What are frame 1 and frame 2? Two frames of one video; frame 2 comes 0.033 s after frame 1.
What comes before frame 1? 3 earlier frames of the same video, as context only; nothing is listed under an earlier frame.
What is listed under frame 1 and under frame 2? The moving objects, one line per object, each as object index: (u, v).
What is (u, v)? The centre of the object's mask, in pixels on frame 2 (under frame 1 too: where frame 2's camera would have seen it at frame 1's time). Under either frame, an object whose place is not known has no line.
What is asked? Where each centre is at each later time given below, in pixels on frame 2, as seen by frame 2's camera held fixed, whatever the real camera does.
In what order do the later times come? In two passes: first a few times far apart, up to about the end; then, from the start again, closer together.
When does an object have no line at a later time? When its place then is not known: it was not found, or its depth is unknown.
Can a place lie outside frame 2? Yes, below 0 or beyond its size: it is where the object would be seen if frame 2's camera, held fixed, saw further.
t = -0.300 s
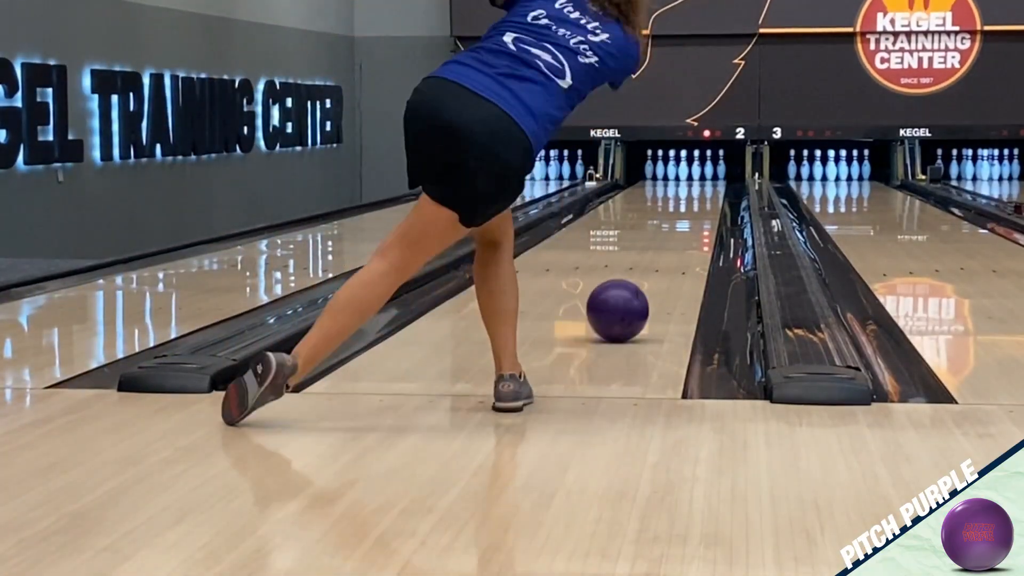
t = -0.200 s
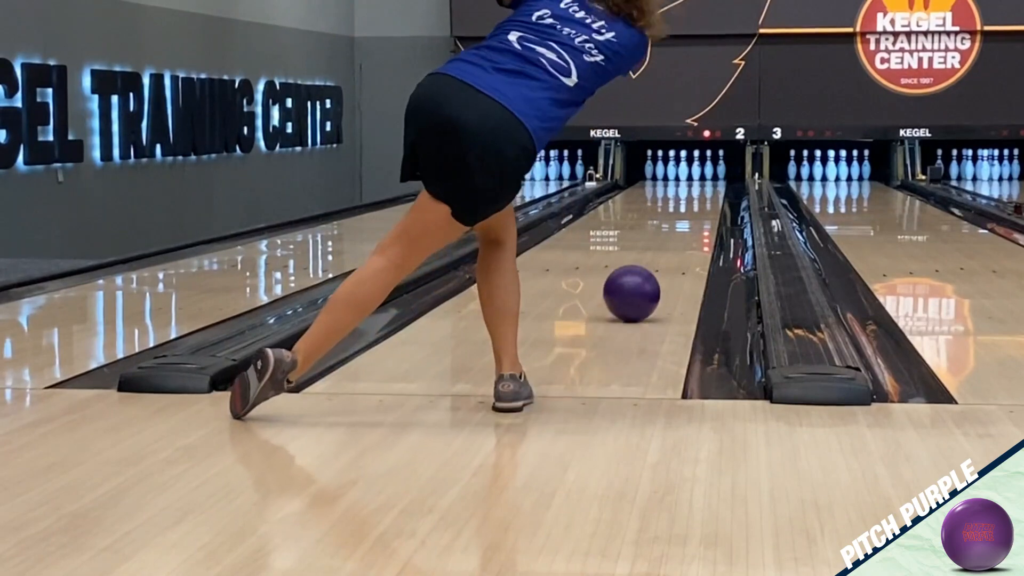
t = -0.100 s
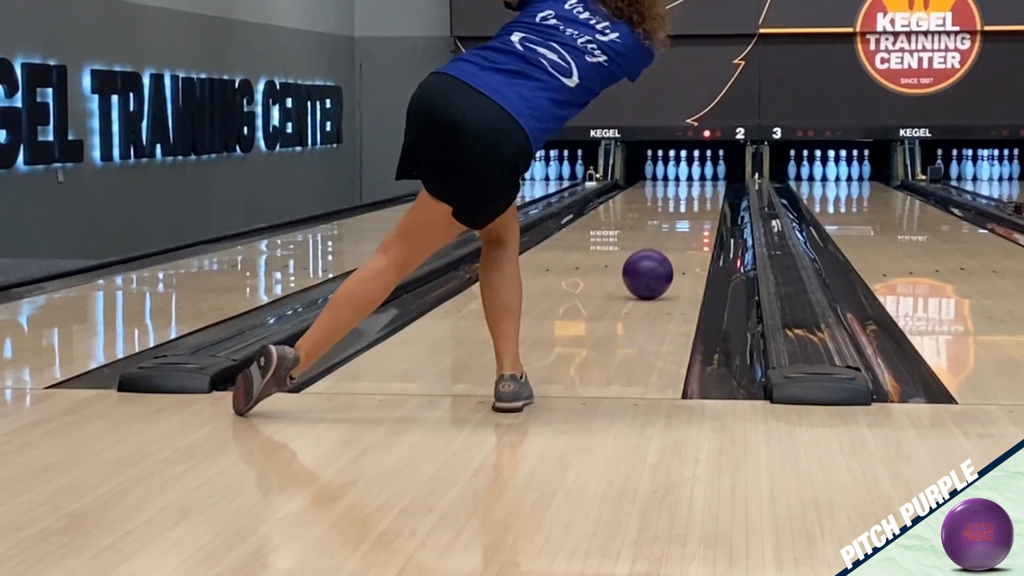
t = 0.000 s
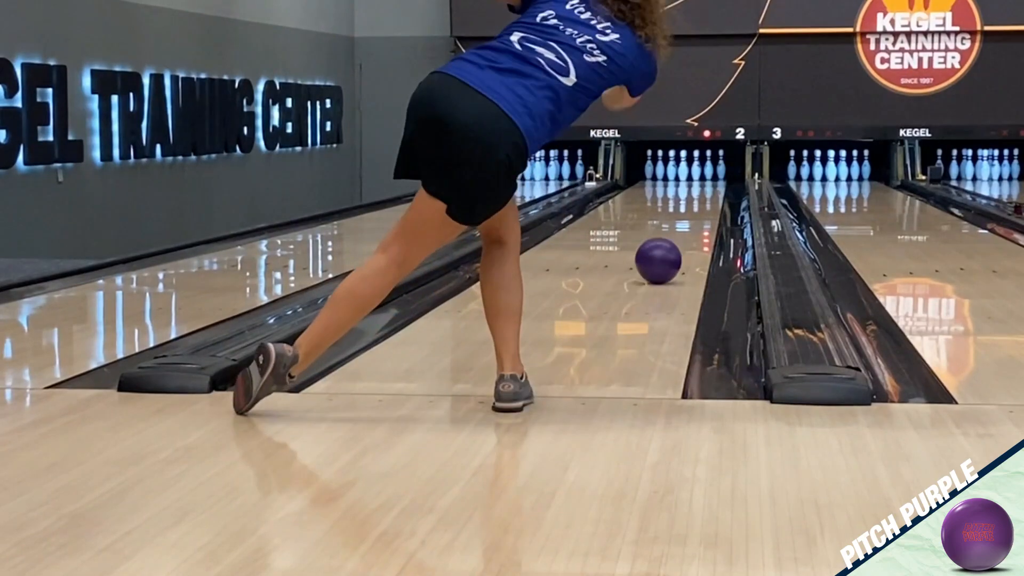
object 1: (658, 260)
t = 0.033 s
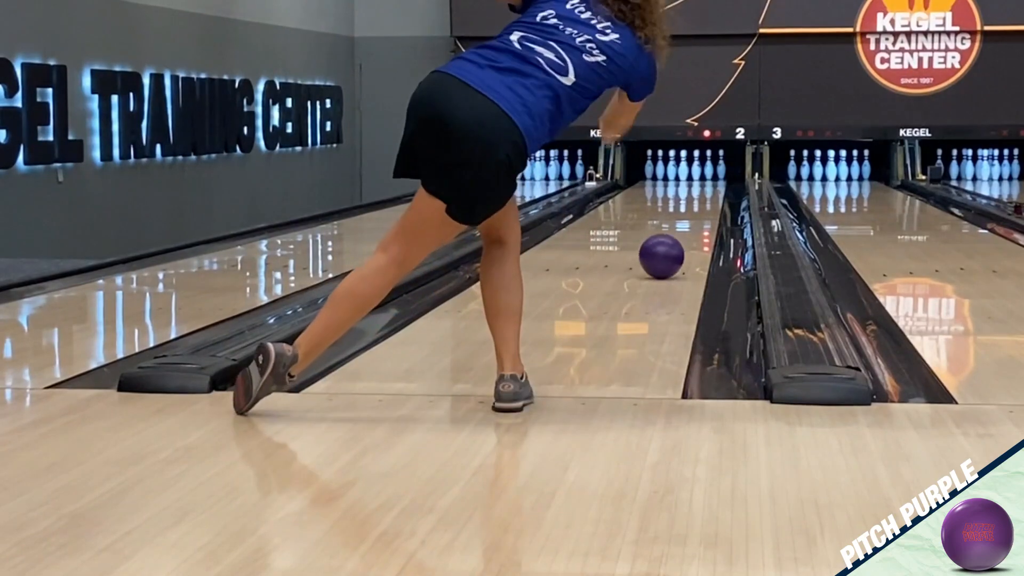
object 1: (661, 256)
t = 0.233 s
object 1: (676, 238)
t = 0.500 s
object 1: (690, 218)
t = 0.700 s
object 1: (697, 207)
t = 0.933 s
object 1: (702, 198)
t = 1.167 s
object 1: (705, 190)
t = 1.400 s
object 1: (706, 184)
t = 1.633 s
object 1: (702, 179)
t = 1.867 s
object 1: (695, 176)
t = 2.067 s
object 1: (687, 173)
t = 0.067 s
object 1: (664, 252)
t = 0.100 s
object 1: (667, 249)
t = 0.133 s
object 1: (670, 246)
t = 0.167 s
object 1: (671, 245)
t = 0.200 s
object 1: (673, 241)
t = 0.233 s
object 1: (676, 238)
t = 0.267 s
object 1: (679, 234)
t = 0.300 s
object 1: (681, 231)
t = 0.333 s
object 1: (682, 229)
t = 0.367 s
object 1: (684, 227)
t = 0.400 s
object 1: (686, 224)
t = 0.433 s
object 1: (687, 222)
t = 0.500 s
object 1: (690, 218)
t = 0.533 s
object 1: (691, 217)
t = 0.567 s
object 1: (692, 215)
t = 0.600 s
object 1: (693, 213)
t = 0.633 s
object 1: (695, 211)
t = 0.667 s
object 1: (696, 209)
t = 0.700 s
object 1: (697, 207)
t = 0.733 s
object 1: (698, 206)
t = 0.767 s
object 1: (699, 204)
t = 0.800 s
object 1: (699, 203)
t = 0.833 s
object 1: (700, 202)
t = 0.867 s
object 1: (701, 200)
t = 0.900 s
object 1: (701, 199)
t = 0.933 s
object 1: (702, 198)
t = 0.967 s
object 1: (703, 197)
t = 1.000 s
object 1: (704, 195)
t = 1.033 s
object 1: (704, 194)
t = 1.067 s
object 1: (704, 193)
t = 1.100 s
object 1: (705, 192)
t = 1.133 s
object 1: (705, 191)
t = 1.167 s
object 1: (705, 190)
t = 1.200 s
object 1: (706, 189)
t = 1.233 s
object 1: (706, 189)
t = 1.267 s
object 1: (706, 188)
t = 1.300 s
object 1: (706, 187)
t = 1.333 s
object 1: (706, 186)
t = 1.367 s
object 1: (706, 185)
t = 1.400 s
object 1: (706, 184)
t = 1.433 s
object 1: (706, 184)
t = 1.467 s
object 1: (705, 183)
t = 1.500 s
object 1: (705, 182)
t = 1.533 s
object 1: (704, 181)
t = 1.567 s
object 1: (704, 180)
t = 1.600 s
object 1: (703, 180)
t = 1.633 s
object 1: (702, 179)
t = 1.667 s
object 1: (702, 179)
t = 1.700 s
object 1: (701, 178)
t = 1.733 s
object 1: (699, 177)
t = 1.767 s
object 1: (698, 177)
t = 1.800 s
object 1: (698, 177)
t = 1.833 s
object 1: (696, 176)
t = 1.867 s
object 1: (695, 176)
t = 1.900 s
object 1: (694, 175)
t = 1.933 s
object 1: (693, 174)
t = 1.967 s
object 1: (691, 174)
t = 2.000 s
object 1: (689, 173)
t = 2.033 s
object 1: (688, 173)
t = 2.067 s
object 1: (687, 173)
